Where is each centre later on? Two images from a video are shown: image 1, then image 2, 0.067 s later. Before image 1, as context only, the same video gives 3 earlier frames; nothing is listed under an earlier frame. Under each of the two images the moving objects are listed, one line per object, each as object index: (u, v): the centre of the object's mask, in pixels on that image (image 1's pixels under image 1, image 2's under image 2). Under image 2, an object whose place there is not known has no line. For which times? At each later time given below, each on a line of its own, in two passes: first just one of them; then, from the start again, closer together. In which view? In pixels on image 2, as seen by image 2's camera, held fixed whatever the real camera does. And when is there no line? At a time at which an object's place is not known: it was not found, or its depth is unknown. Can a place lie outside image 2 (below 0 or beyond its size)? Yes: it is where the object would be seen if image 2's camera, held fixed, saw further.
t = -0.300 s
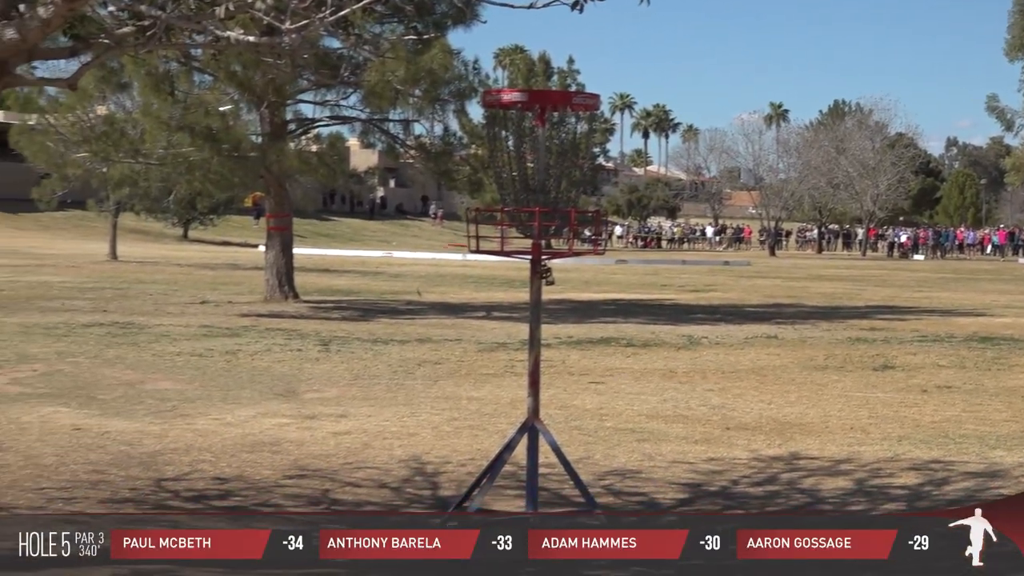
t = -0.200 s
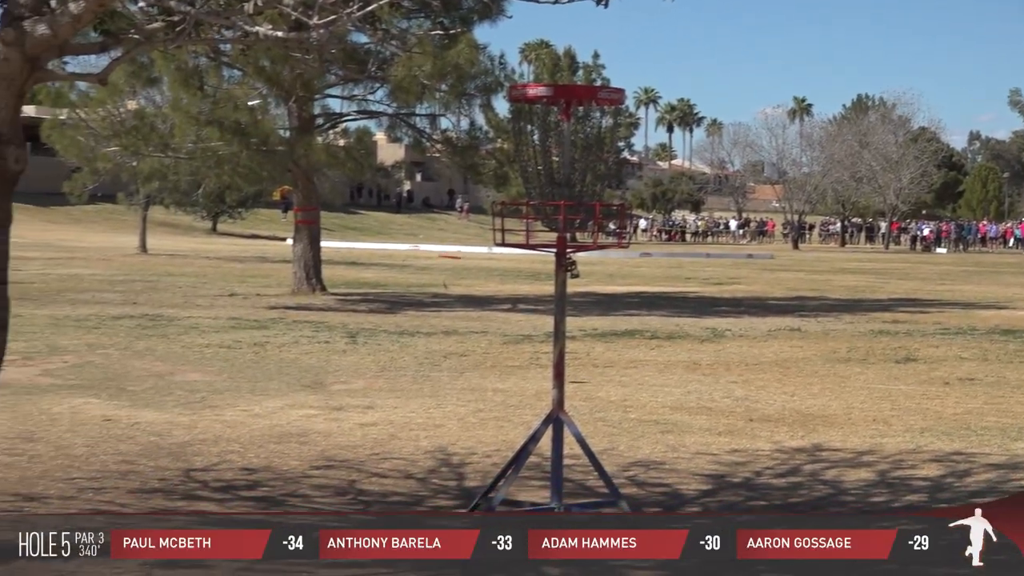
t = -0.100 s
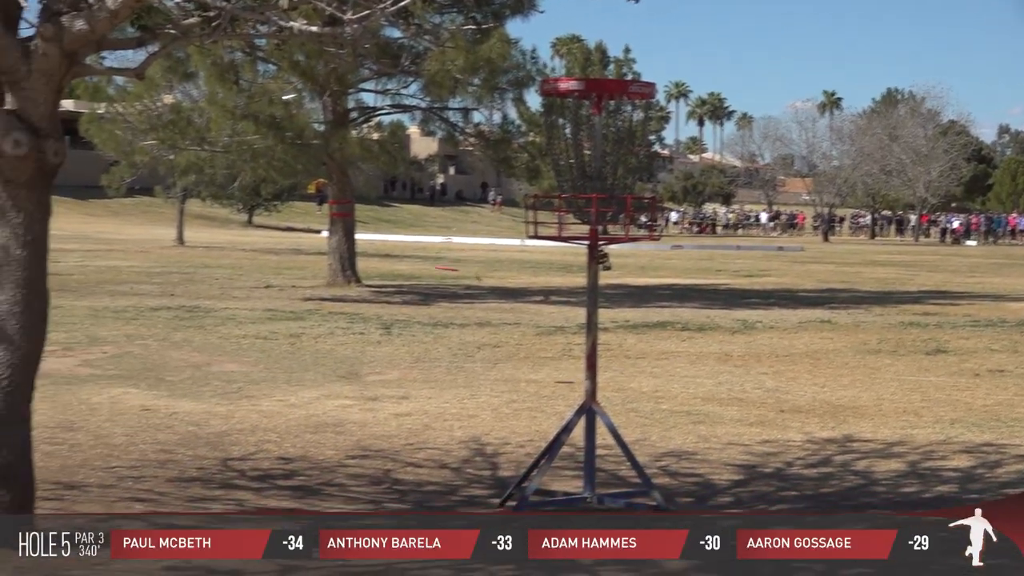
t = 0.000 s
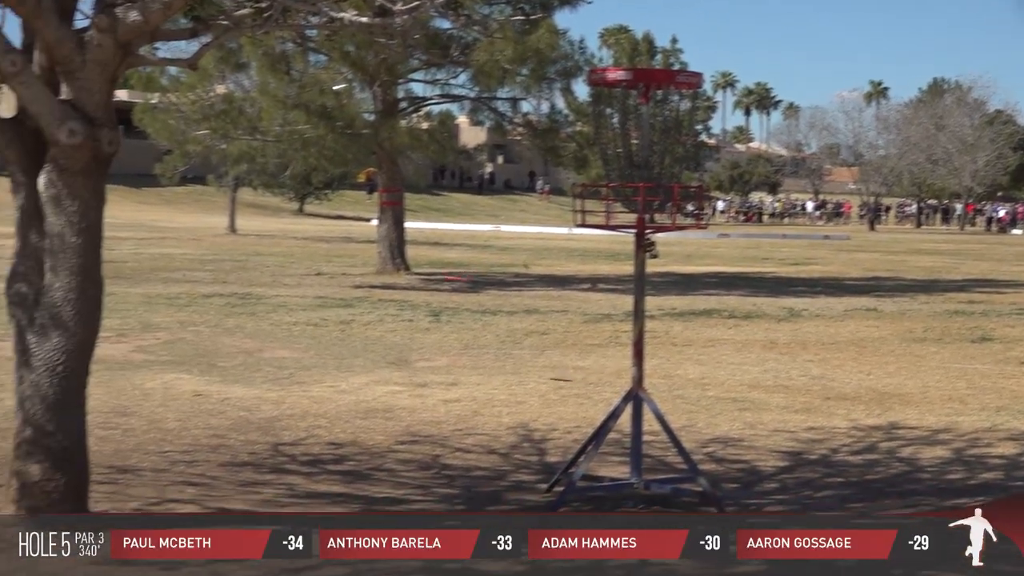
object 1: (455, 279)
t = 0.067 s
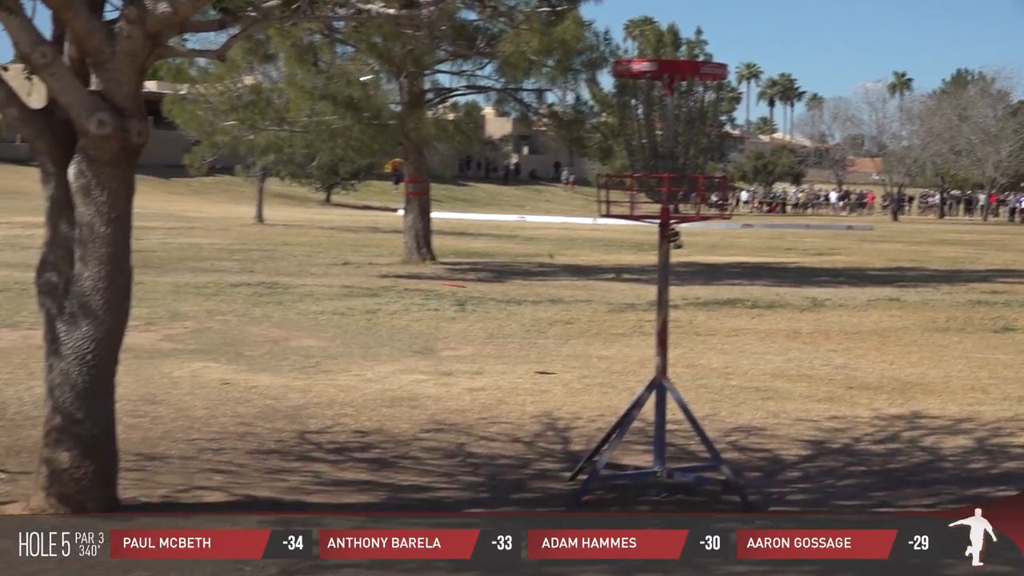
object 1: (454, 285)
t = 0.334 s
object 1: (323, 368)
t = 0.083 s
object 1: (447, 290)
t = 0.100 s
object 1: (436, 294)
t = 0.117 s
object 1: (430, 298)
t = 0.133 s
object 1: (424, 303)
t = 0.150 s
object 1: (417, 308)
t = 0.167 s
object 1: (409, 313)
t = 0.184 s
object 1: (401, 318)
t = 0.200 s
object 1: (393, 322)
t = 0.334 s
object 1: (323, 368)
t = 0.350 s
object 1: (314, 374)
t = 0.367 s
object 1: (305, 381)
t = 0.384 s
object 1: (295, 388)
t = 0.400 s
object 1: (286, 396)
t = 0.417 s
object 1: (274, 403)
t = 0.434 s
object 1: (263, 411)
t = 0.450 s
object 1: (252, 419)
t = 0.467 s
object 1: (240, 427)
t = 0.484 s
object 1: (228, 437)
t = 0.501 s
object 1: (220, 448)
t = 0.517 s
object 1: (207, 452)
